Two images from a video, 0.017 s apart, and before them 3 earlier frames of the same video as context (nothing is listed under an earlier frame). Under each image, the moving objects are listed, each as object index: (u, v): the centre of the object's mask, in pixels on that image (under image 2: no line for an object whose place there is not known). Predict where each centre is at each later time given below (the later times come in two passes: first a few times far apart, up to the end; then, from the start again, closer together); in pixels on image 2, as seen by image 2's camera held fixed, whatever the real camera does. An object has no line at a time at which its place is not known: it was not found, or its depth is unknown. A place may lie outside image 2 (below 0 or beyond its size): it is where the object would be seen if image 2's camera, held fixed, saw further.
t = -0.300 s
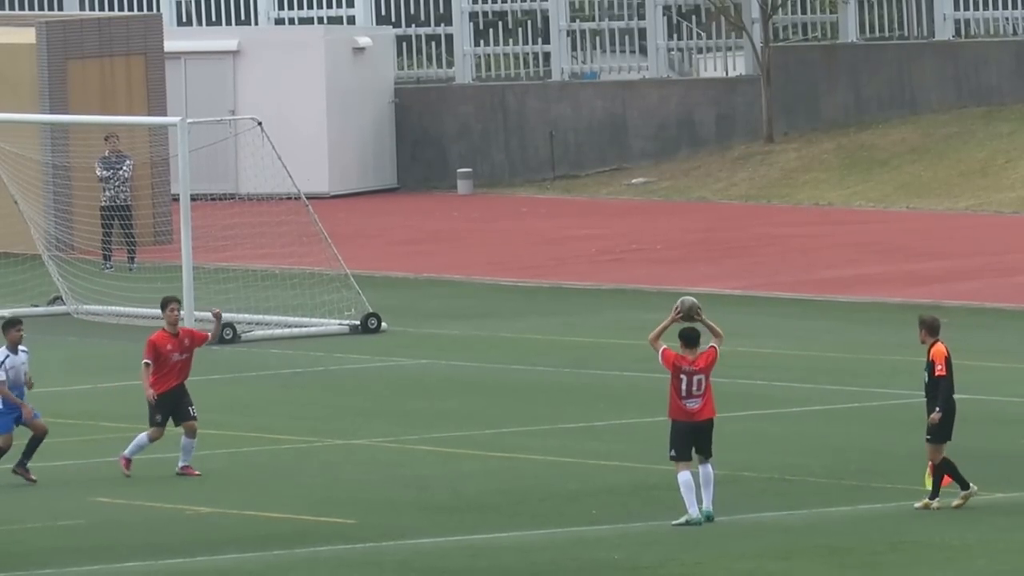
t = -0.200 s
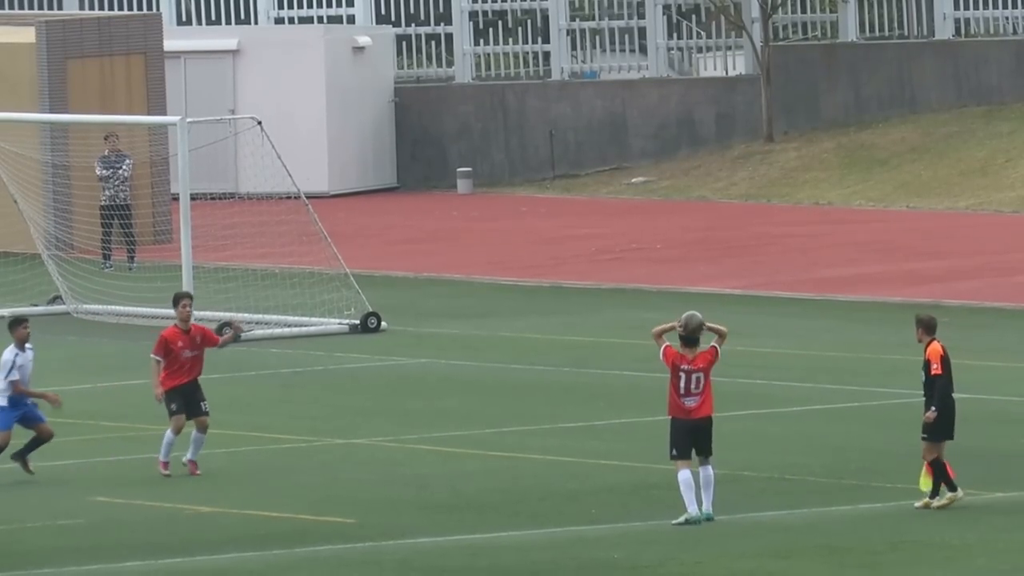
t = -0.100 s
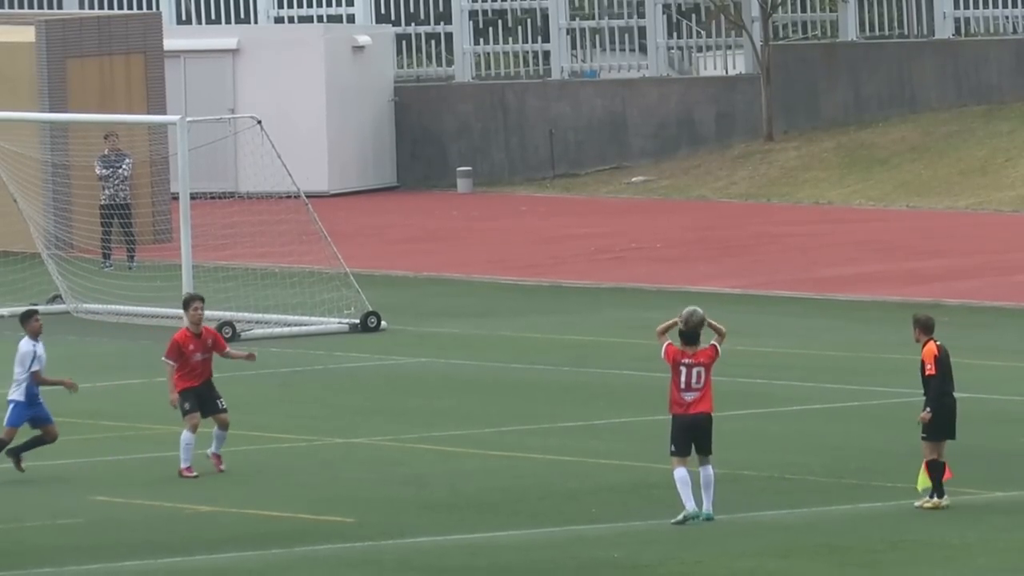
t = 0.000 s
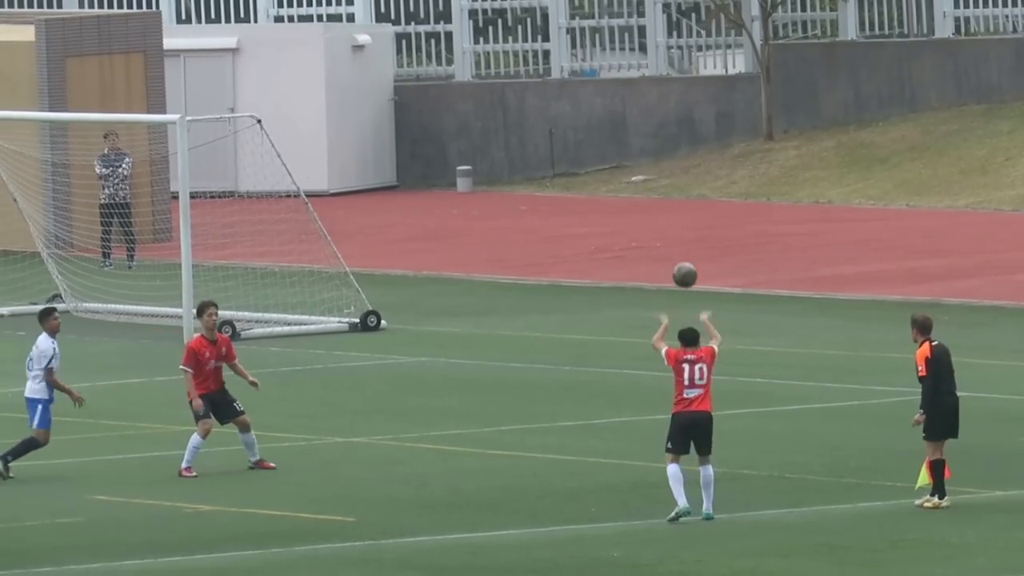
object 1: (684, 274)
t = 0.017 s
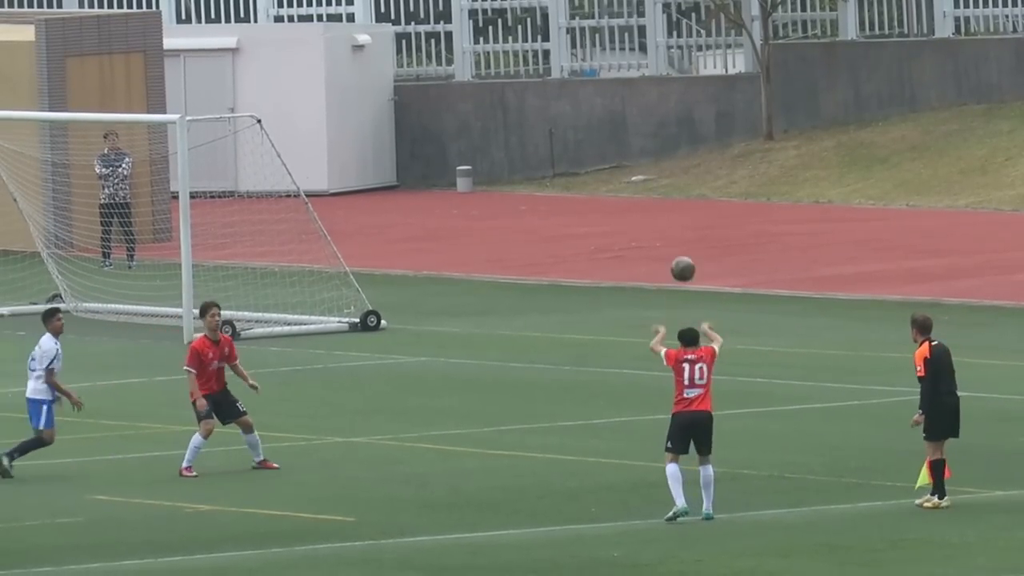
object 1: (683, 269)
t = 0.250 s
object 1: (656, 221)
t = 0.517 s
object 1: (631, 236)
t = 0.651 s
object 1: (617, 271)
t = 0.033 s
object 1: (680, 263)
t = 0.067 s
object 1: (676, 253)
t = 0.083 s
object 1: (675, 248)
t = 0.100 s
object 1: (672, 244)
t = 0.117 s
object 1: (670, 240)
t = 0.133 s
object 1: (668, 237)
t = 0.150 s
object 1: (667, 233)
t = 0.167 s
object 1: (665, 230)
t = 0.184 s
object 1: (663, 228)
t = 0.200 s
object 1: (661, 226)
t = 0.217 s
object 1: (660, 224)
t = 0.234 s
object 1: (658, 222)
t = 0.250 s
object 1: (656, 221)
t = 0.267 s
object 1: (655, 220)
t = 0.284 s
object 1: (653, 219)
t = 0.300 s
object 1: (651, 218)
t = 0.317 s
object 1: (650, 218)
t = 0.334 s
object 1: (648, 218)
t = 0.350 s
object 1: (646, 218)
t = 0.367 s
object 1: (645, 219)
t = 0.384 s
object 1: (643, 220)
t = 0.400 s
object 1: (642, 221)
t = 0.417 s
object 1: (640, 222)
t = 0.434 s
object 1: (639, 224)
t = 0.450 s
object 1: (637, 226)
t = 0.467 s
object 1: (635, 228)
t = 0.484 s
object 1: (634, 231)
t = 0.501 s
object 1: (632, 233)
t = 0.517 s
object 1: (631, 236)
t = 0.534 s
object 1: (629, 240)
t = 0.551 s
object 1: (627, 243)
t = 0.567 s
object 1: (626, 248)
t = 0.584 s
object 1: (624, 251)
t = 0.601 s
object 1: (622, 256)
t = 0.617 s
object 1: (621, 261)
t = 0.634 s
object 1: (619, 266)
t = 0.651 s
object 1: (617, 271)
